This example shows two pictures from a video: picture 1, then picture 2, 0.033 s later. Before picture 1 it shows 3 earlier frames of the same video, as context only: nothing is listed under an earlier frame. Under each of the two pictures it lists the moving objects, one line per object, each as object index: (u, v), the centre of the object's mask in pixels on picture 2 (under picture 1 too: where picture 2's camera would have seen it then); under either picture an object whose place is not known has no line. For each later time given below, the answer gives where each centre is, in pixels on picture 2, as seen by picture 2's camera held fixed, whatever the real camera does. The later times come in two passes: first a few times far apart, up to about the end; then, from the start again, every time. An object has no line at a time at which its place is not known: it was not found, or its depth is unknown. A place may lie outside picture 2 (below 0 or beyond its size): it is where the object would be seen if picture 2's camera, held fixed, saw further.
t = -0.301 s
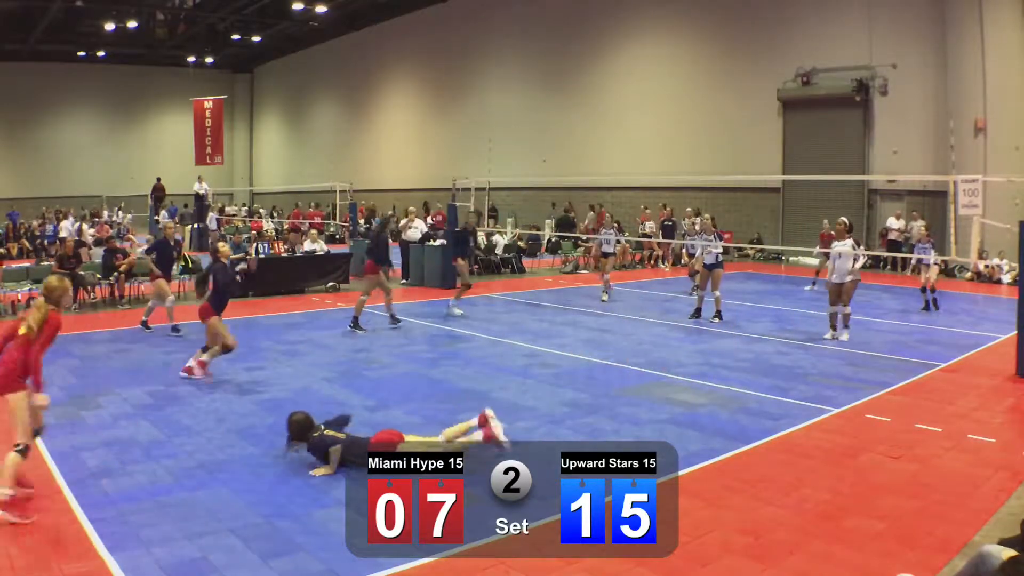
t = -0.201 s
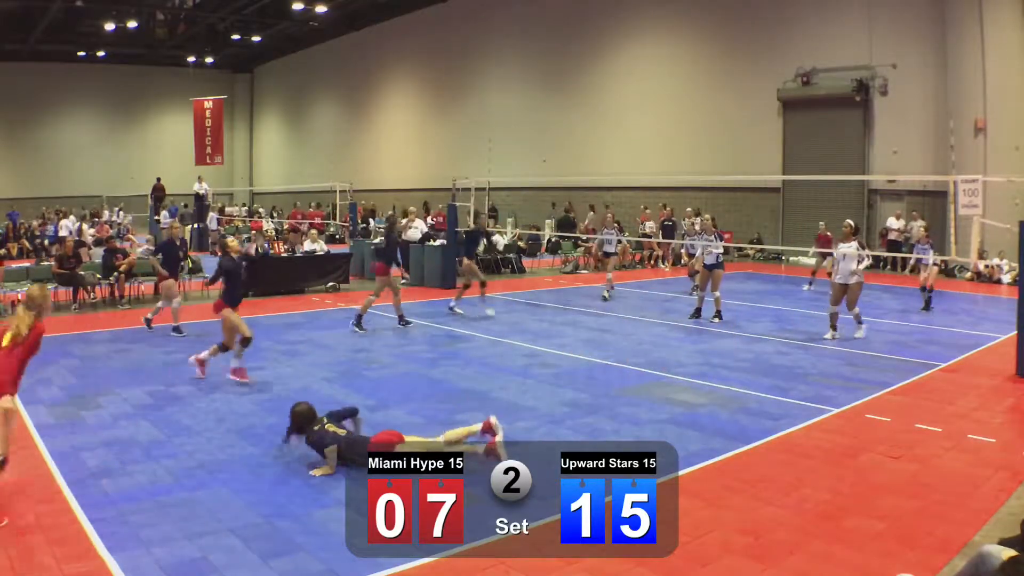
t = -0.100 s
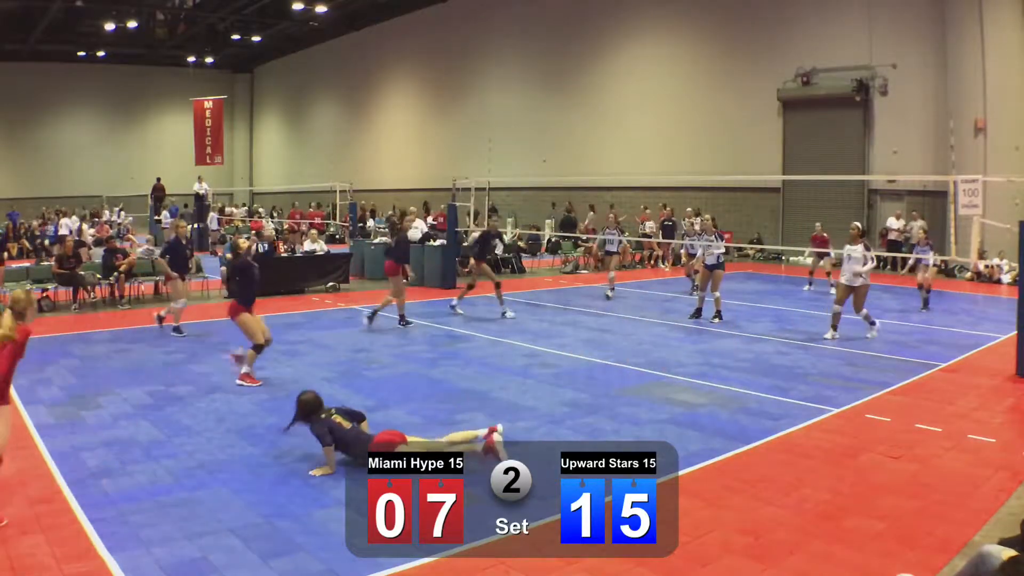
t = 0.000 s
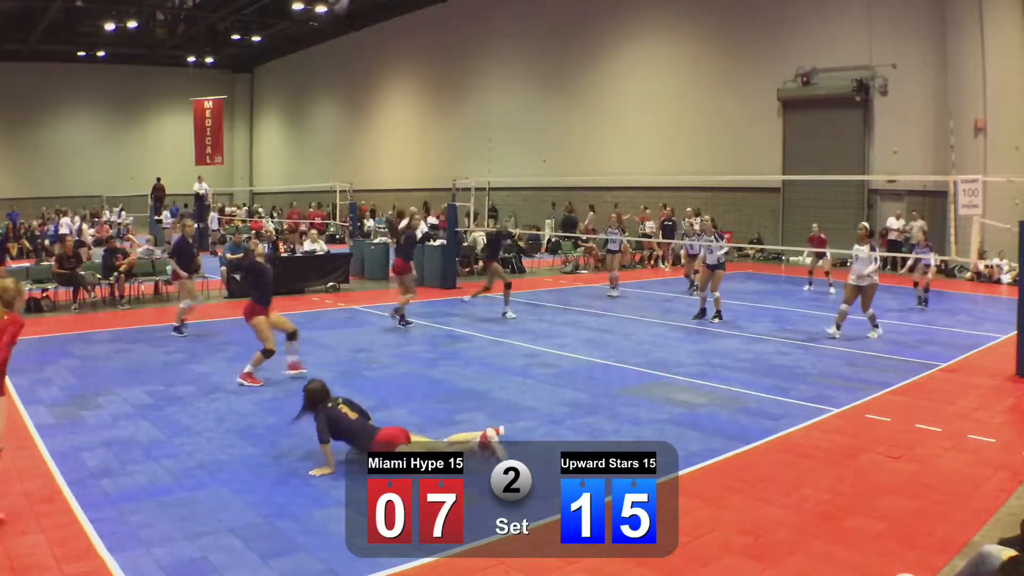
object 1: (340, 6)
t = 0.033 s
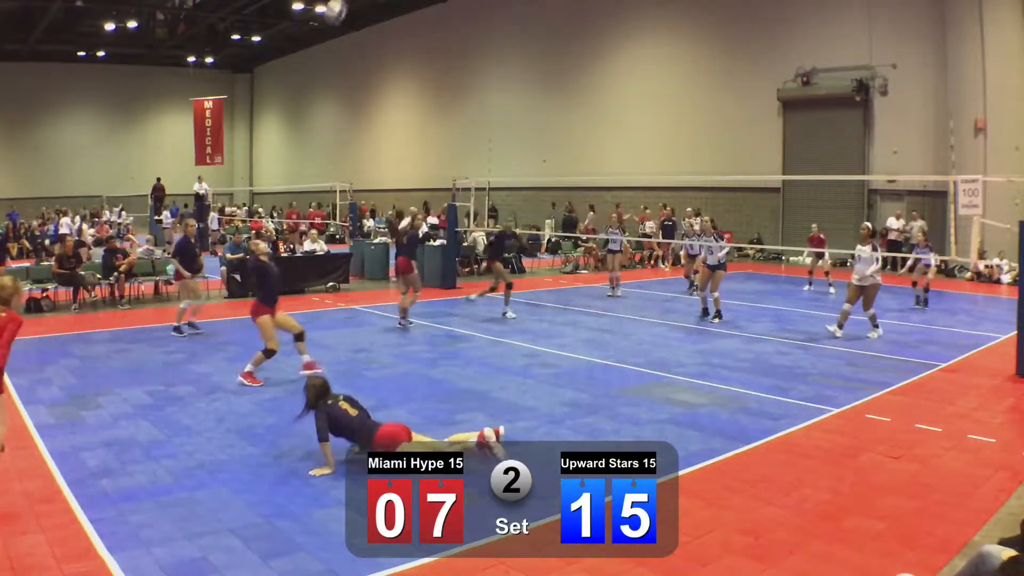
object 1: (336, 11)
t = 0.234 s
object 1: (313, 101)
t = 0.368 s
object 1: (299, 180)
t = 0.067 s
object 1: (332, 24)
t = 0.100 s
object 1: (328, 38)
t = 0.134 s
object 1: (325, 51)
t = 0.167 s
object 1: (321, 67)
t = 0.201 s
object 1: (318, 84)
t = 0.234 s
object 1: (313, 101)
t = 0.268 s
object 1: (309, 122)
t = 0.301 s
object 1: (305, 138)
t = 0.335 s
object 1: (303, 159)
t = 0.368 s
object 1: (299, 180)
